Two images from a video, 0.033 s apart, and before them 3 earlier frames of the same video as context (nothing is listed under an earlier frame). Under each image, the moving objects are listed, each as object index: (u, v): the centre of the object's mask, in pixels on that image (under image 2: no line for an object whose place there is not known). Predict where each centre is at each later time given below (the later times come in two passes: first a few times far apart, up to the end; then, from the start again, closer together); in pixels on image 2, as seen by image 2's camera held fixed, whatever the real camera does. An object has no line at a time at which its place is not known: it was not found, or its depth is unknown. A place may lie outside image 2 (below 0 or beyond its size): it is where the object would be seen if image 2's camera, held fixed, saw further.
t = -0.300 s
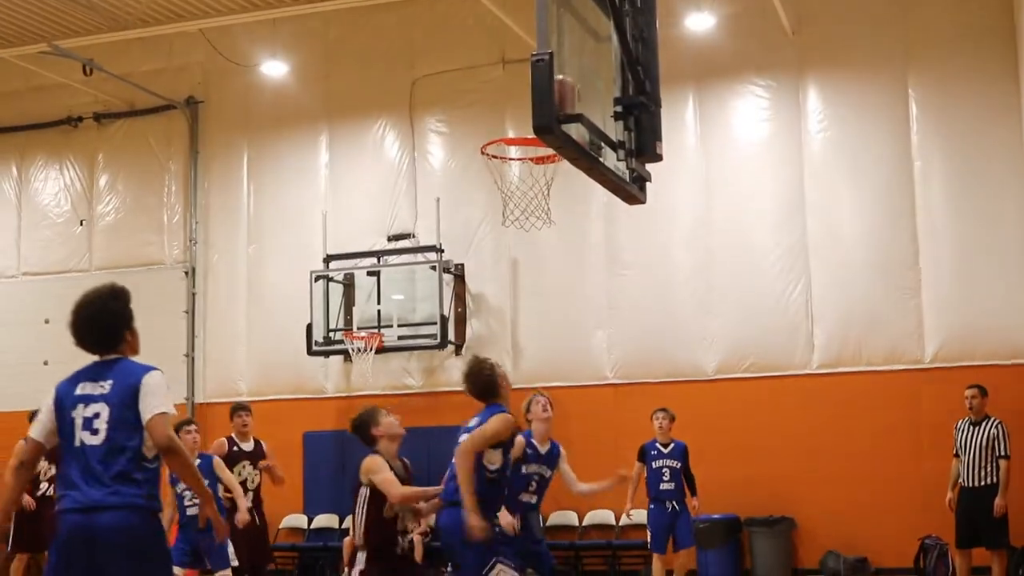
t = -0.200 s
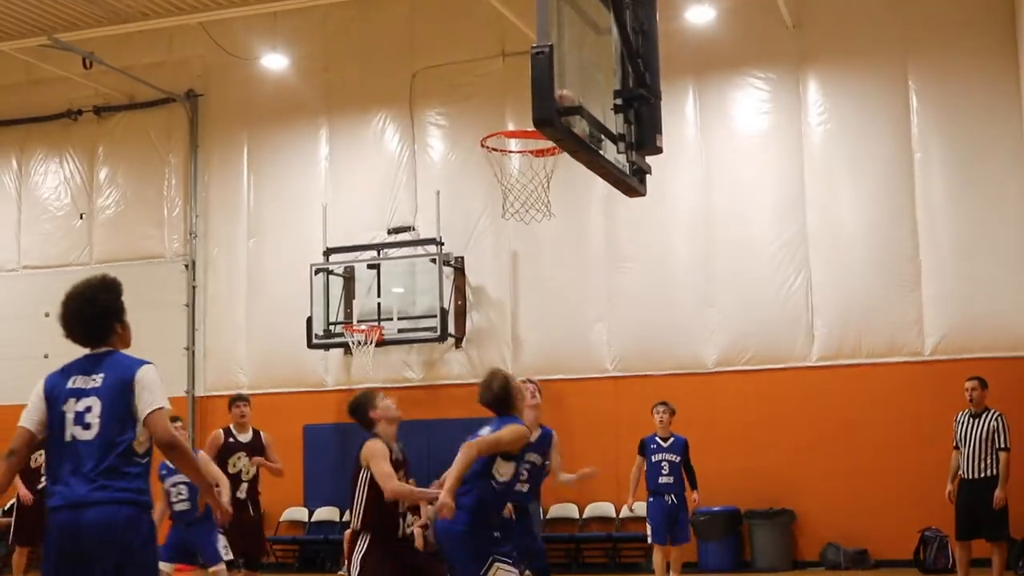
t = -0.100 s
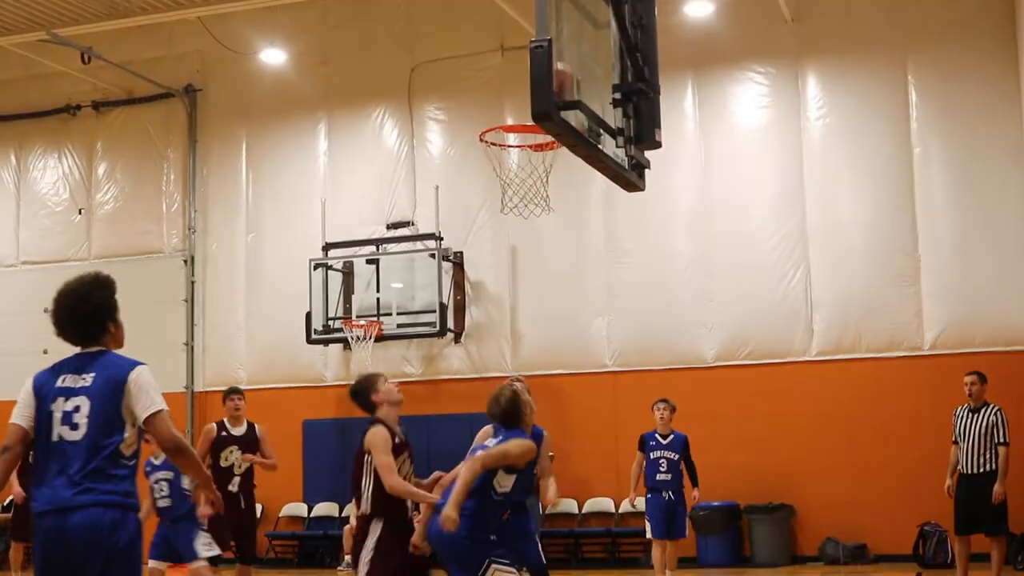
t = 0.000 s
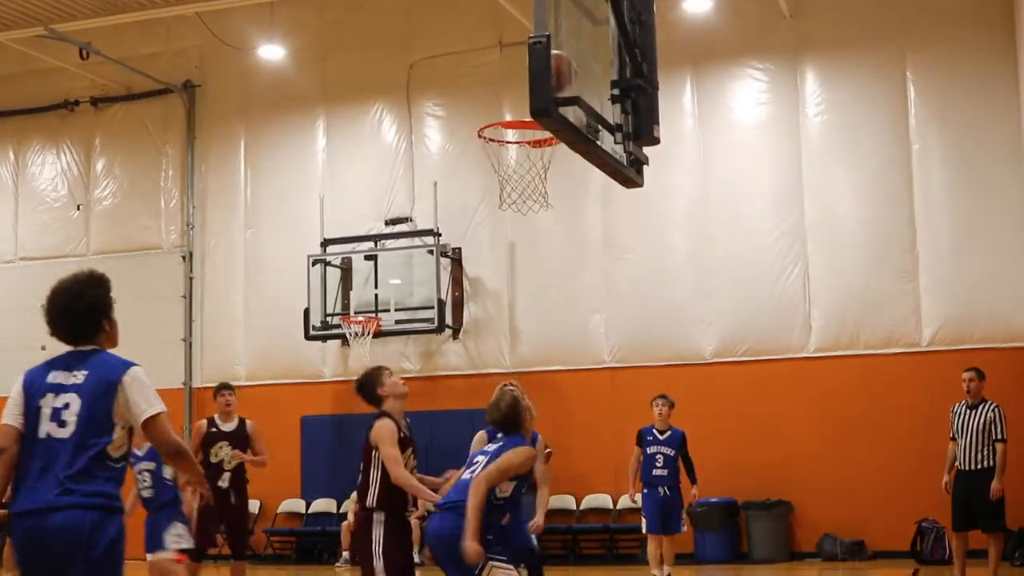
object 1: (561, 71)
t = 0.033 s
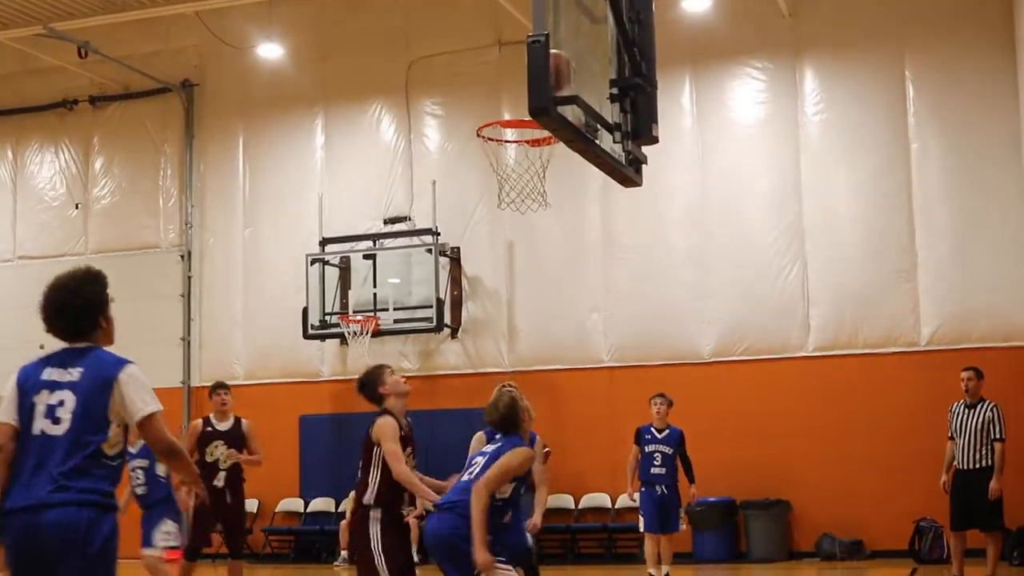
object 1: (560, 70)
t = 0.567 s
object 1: (509, 116)
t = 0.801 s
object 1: (503, 213)
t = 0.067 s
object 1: (561, 72)
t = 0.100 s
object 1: (560, 75)
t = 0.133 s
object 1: (560, 80)
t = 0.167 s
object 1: (559, 84)
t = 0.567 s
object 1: (509, 116)
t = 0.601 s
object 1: (506, 138)
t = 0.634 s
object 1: (503, 146)
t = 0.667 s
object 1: (500, 162)
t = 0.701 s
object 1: (499, 176)
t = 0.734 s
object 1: (500, 188)
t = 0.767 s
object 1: (502, 199)
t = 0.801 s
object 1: (503, 213)
